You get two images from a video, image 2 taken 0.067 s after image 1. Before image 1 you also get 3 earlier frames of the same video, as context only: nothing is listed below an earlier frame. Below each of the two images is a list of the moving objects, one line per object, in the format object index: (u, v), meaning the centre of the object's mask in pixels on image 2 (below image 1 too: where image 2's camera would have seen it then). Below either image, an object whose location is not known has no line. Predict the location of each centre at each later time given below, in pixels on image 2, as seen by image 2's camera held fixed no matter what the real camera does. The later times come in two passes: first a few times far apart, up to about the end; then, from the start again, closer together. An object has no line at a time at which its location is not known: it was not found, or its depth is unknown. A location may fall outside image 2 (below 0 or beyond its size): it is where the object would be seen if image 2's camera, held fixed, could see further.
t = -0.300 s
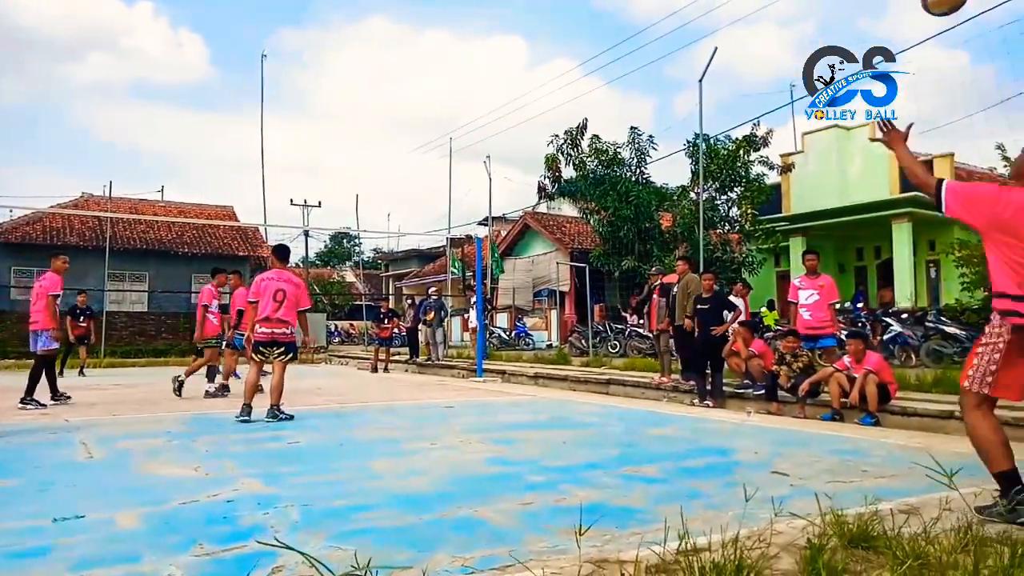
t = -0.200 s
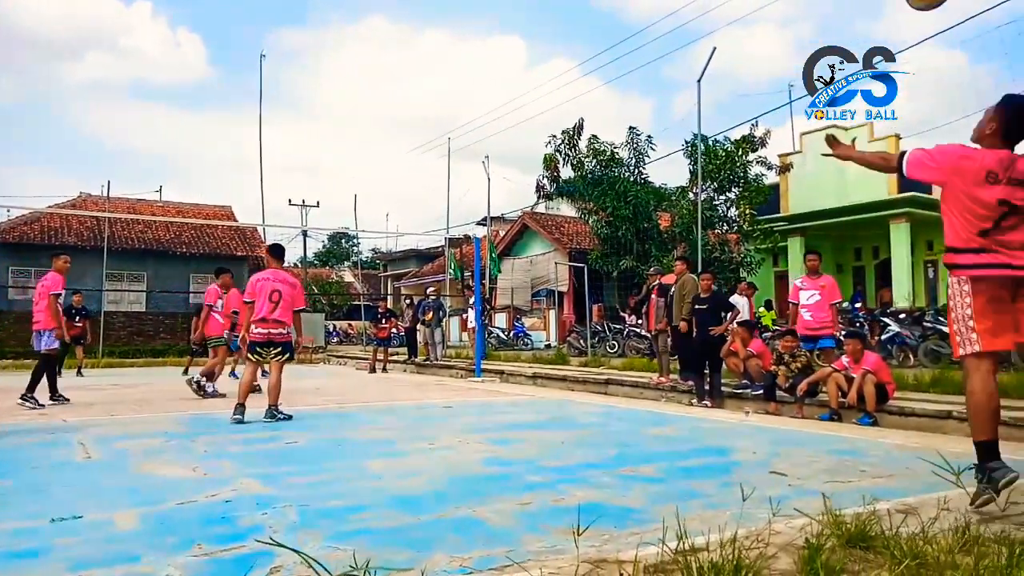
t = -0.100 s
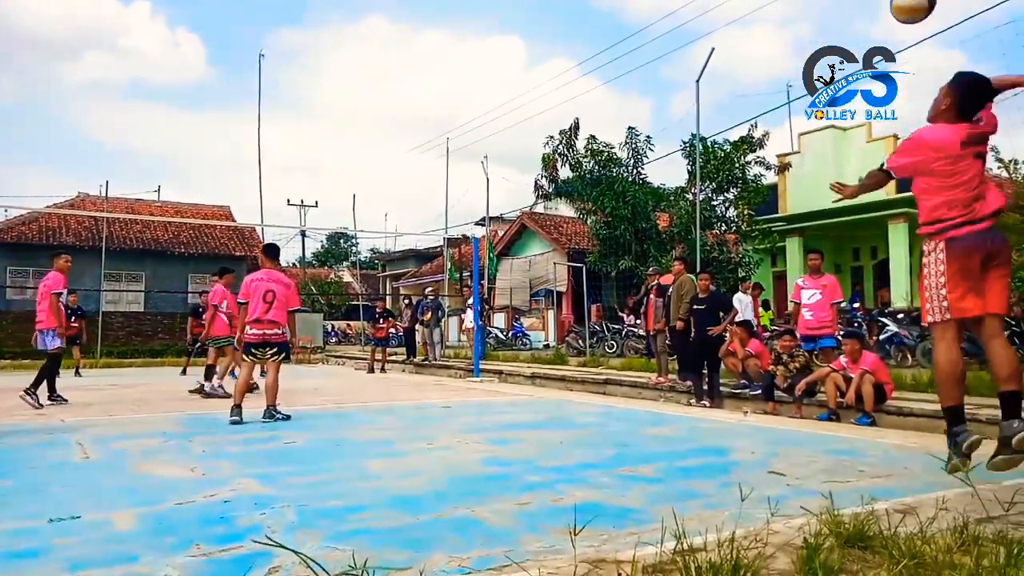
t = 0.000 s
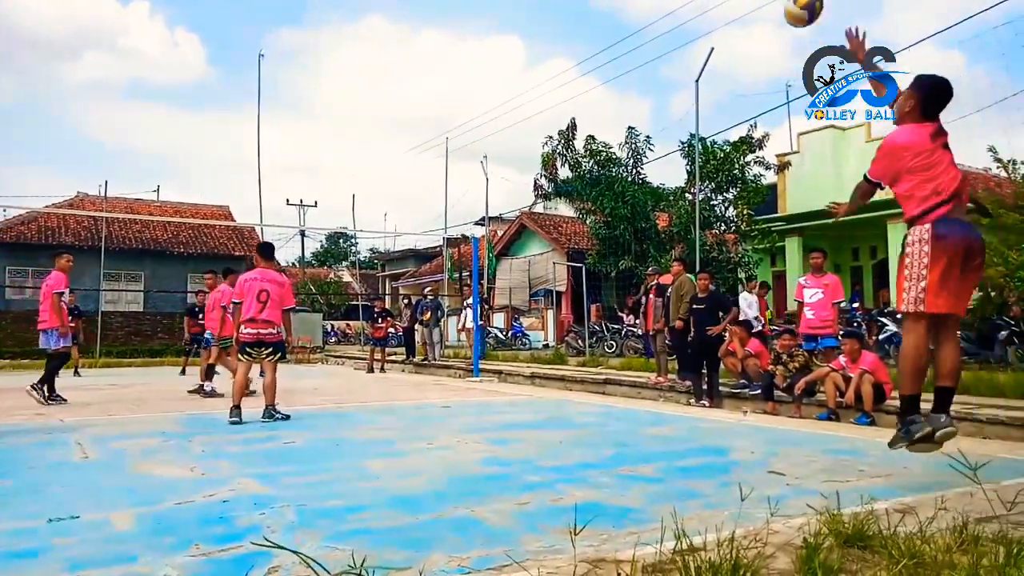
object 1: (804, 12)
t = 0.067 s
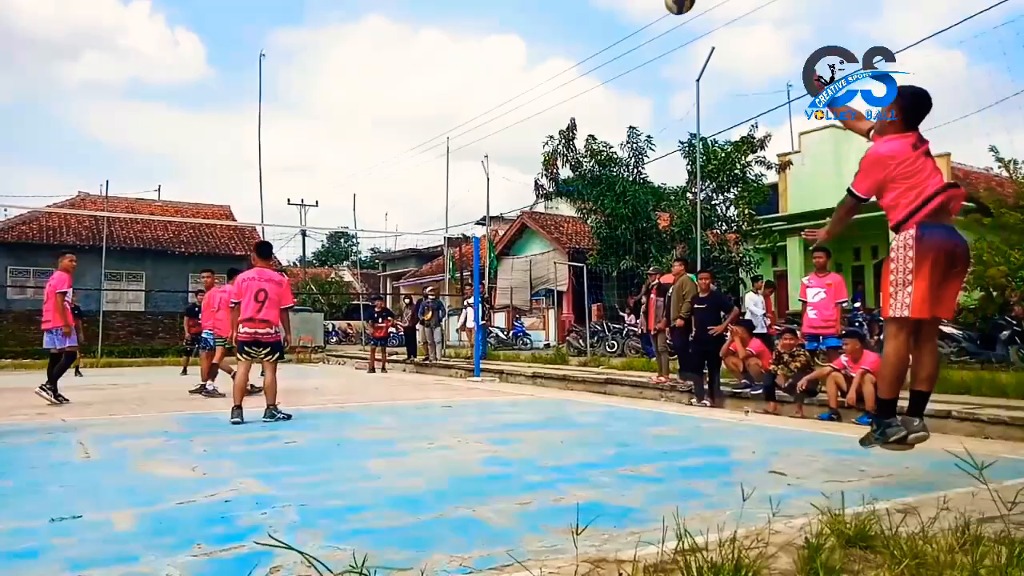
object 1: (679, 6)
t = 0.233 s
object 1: (489, 6)
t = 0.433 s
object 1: (375, 32)
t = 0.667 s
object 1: (304, 79)
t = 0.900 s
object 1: (254, 136)
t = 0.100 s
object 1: (630, 5)
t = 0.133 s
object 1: (588, 5)
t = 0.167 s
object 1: (551, 4)
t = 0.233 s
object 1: (489, 6)
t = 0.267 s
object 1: (463, 7)
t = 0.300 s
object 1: (441, 9)
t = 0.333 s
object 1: (422, 14)
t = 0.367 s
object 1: (405, 19)
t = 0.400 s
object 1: (389, 25)
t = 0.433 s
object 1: (375, 32)
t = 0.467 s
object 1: (363, 38)
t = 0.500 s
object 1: (352, 45)
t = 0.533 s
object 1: (341, 52)
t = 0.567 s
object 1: (332, 58)
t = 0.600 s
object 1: (322, 65)
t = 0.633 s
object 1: (313, 72)
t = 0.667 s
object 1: (304, 79)
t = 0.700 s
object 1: (296, 86)
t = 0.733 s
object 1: (288, 94)
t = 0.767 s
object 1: (281, 103)
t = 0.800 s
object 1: (273, 111)
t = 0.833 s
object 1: (267, 119)
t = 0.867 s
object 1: (261, 128)
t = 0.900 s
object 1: (254, 136)
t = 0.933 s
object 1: (249, 145)
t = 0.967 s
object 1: (244, 154)
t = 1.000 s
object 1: (240, 163)
